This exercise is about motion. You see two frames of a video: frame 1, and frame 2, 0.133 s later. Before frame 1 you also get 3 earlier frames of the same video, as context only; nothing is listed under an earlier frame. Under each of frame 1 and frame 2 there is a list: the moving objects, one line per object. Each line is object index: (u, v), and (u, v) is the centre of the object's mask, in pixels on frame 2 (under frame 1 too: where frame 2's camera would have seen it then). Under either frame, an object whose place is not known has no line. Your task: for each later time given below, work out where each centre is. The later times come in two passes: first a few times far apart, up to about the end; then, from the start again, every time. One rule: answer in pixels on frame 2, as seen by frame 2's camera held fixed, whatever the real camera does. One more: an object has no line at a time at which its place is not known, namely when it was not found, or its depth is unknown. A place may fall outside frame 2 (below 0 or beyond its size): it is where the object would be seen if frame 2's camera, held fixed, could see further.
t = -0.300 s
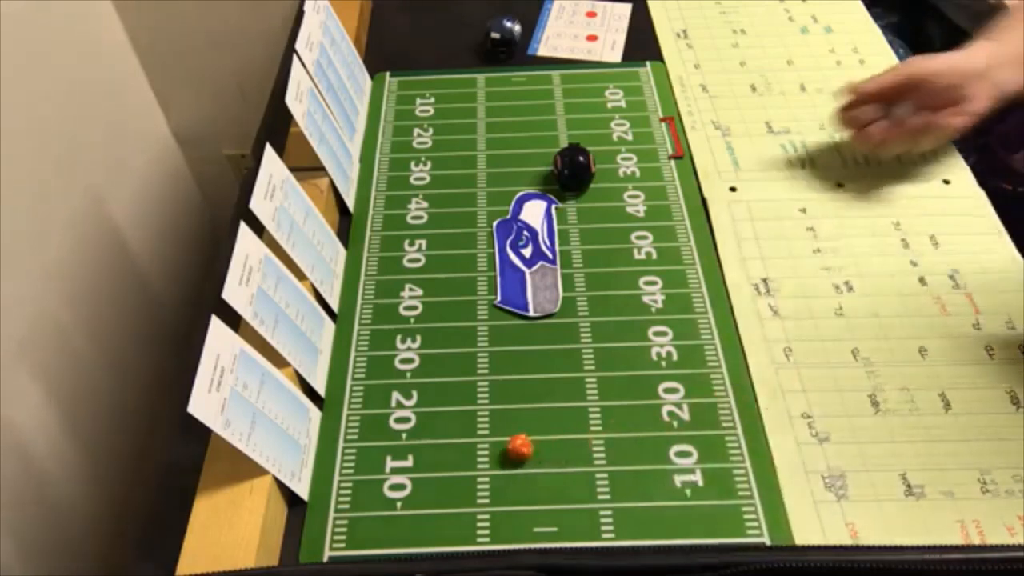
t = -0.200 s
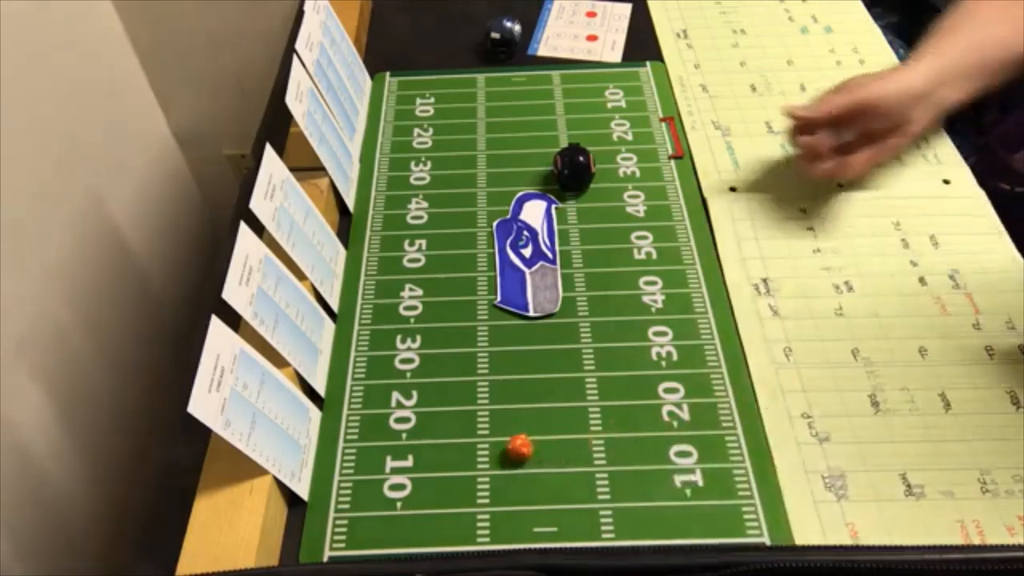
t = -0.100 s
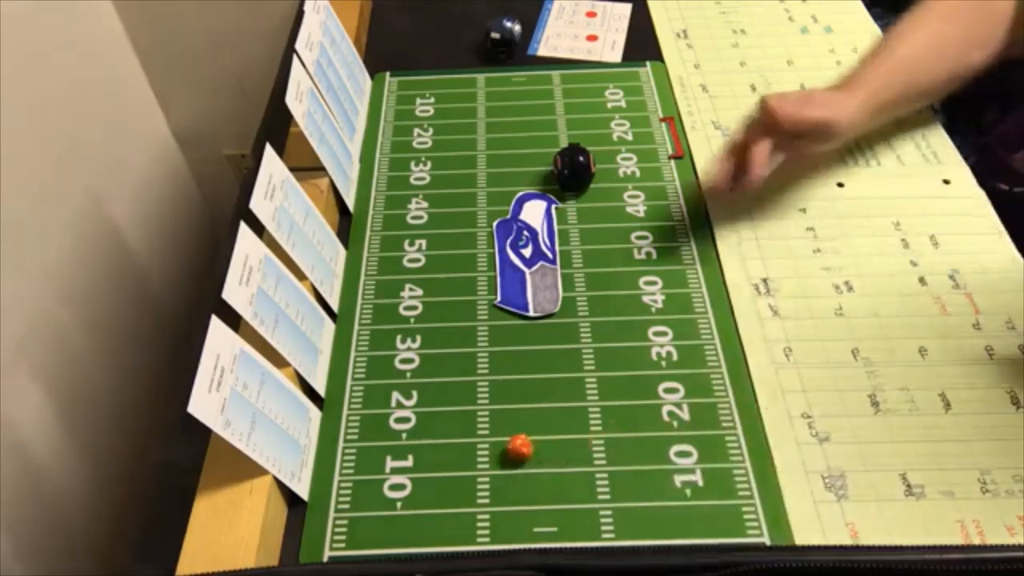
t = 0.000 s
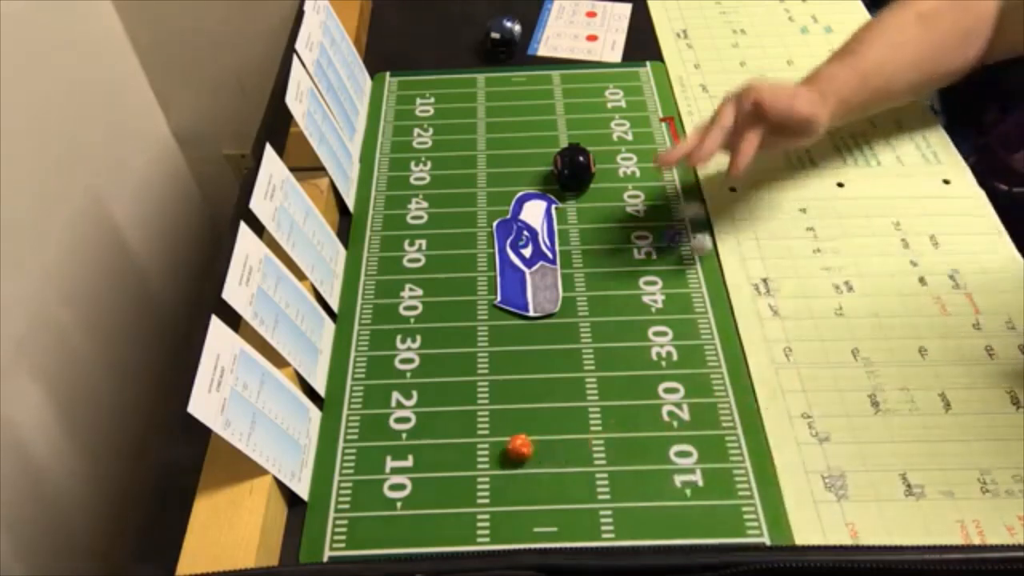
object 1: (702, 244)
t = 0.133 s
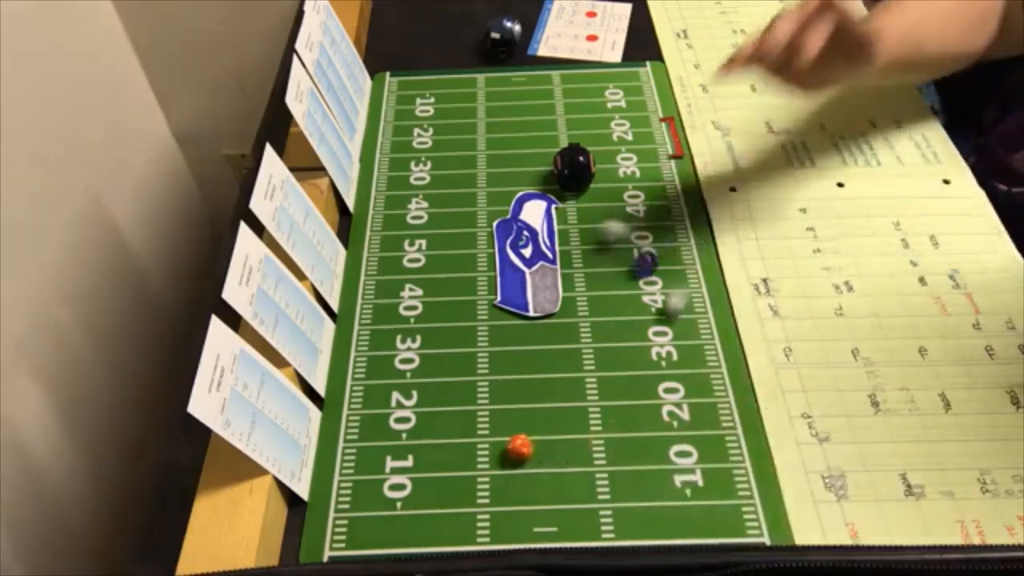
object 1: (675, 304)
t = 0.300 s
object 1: (625, 380)
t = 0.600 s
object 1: (574, 484)
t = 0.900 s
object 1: (573, 486)
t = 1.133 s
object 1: (573, 486)
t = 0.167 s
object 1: (666, 318)
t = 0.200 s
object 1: (658, 331)
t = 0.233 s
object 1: (645, 351)
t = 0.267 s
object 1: (636, 363)
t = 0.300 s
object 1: (625, 380)
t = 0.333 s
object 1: (616, 397)
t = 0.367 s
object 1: (606, 417)
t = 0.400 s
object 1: (600, 432)
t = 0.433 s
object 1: (594, 446)
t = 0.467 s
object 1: (587, 459)
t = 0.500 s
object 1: (586, 465)
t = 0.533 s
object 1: (581, 473)
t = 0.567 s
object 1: (576, 479)
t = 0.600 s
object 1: (574, 484)
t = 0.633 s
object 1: (573, 486)
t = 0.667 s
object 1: (573, 487)
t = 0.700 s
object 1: (573, 487)
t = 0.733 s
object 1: (573, 487)
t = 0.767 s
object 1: (573, 487)
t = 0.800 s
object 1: (573, 487)
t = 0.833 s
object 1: (573, 487)
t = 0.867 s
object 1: (573, 486)
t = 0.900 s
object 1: (573, 486)
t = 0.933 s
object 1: (573, 487)
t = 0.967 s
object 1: (573, 487)
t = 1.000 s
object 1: (573, 487)
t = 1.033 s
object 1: (573, 487)
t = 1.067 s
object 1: (573, 487)
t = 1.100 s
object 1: (573, 487)
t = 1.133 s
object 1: (573, 486)
